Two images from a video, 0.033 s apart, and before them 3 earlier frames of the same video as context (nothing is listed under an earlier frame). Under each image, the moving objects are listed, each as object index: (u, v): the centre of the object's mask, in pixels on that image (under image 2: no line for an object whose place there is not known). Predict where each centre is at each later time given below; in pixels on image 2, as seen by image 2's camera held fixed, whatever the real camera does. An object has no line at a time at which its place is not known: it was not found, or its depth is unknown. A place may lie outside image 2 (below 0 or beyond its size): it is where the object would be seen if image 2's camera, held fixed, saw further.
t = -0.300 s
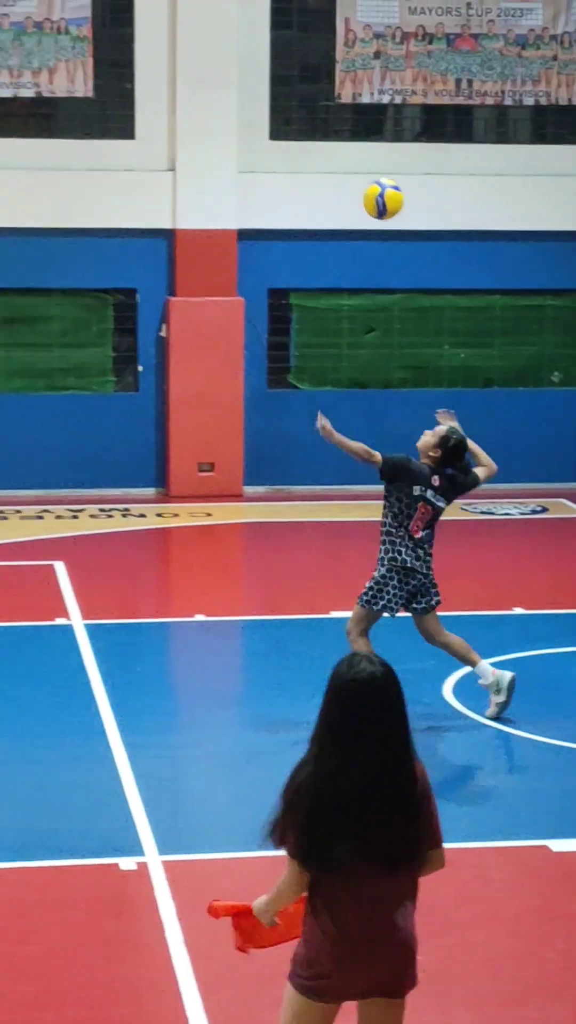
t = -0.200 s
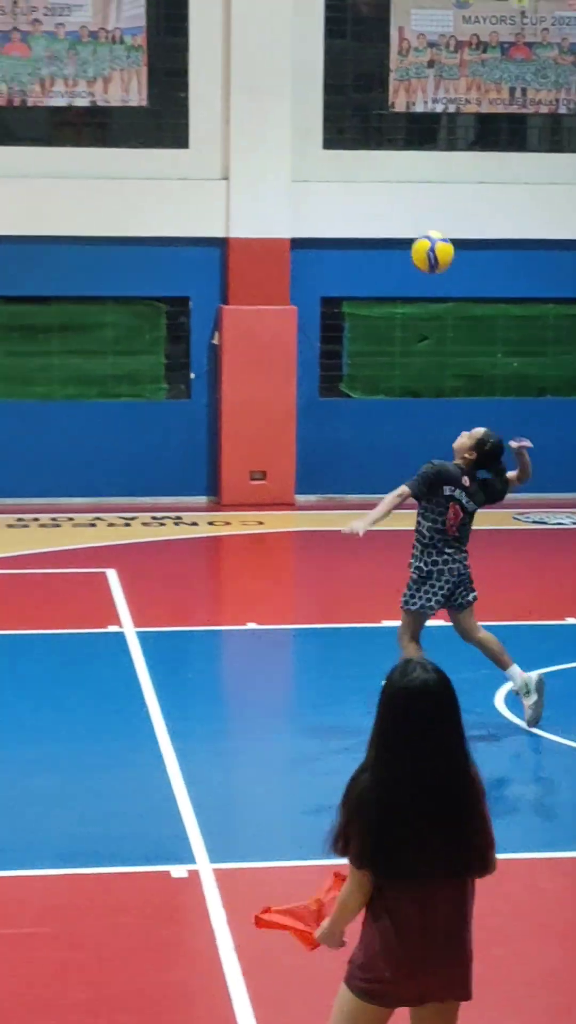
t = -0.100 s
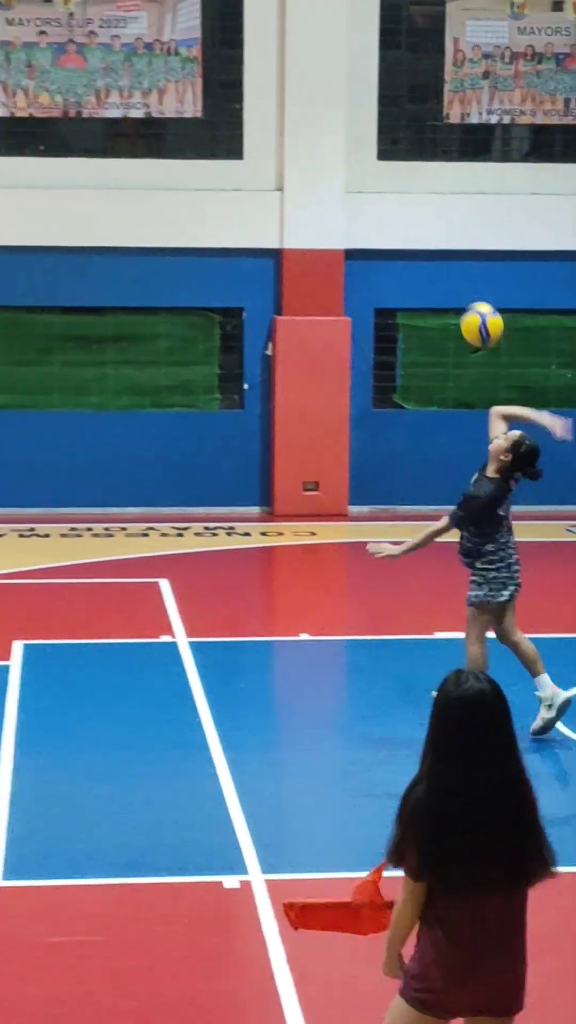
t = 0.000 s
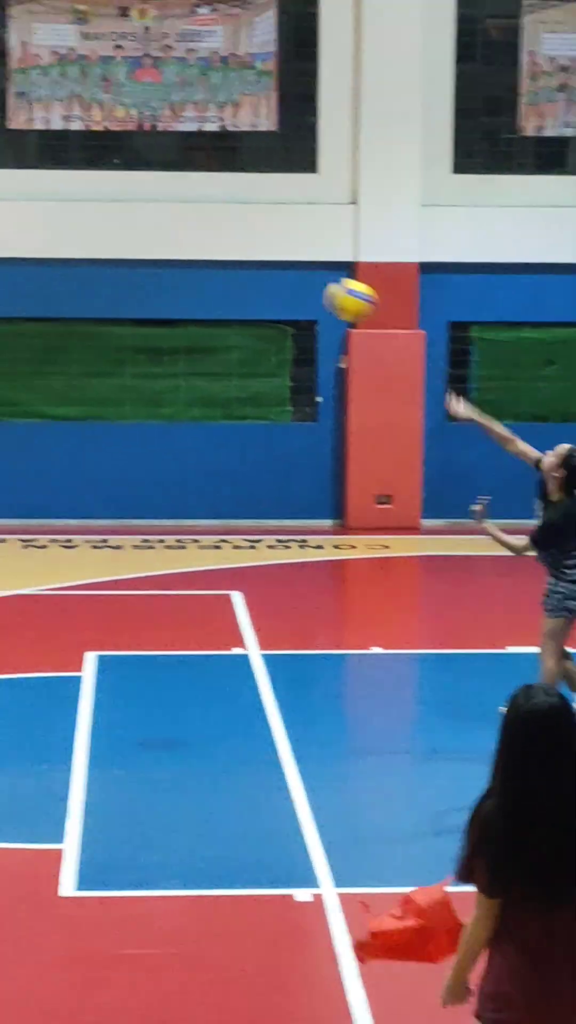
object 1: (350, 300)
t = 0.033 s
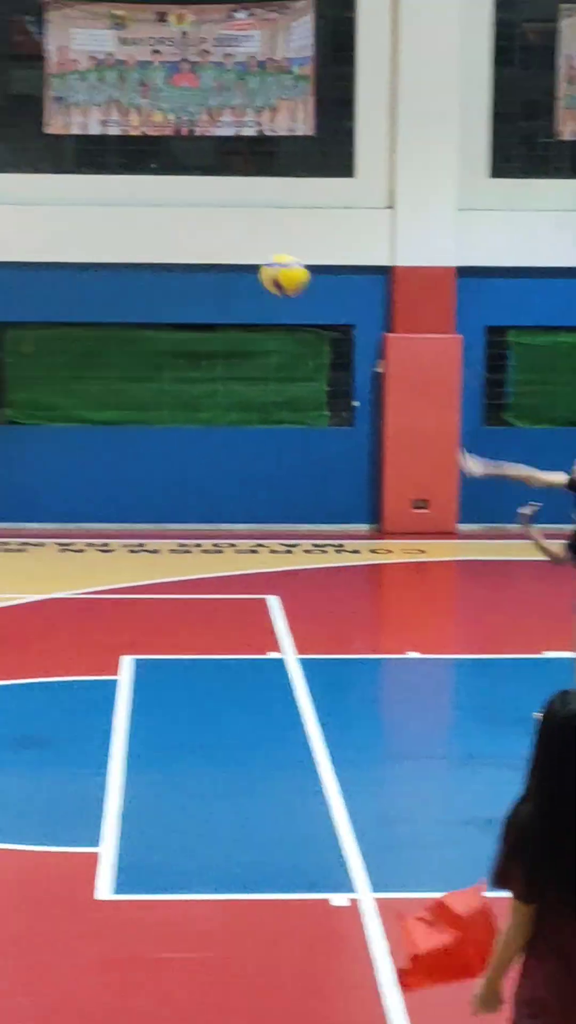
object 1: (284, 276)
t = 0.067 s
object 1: (185, 249)
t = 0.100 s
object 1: (88, 222)
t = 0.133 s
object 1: (-9, 198)
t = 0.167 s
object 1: (-103, 175)
